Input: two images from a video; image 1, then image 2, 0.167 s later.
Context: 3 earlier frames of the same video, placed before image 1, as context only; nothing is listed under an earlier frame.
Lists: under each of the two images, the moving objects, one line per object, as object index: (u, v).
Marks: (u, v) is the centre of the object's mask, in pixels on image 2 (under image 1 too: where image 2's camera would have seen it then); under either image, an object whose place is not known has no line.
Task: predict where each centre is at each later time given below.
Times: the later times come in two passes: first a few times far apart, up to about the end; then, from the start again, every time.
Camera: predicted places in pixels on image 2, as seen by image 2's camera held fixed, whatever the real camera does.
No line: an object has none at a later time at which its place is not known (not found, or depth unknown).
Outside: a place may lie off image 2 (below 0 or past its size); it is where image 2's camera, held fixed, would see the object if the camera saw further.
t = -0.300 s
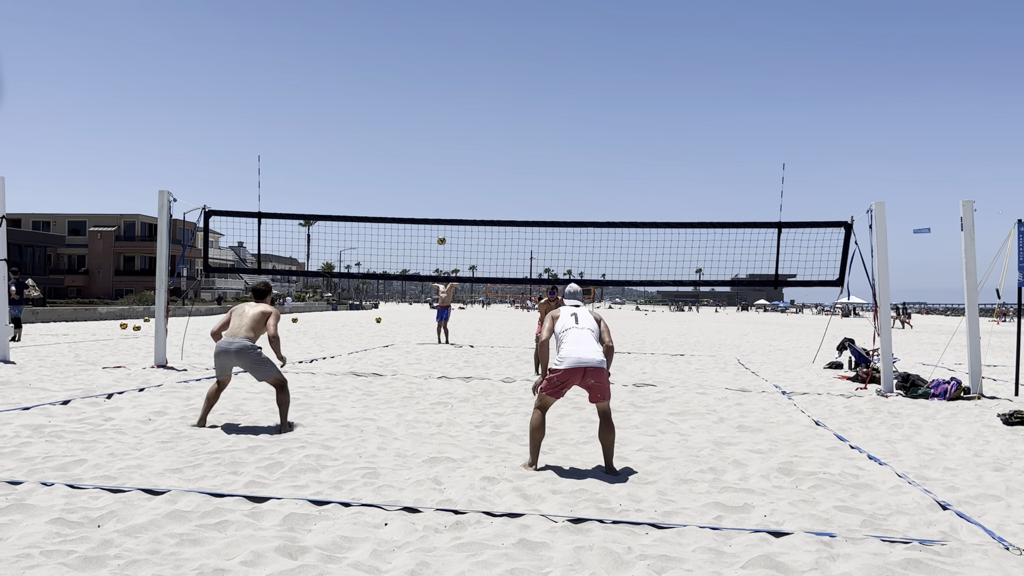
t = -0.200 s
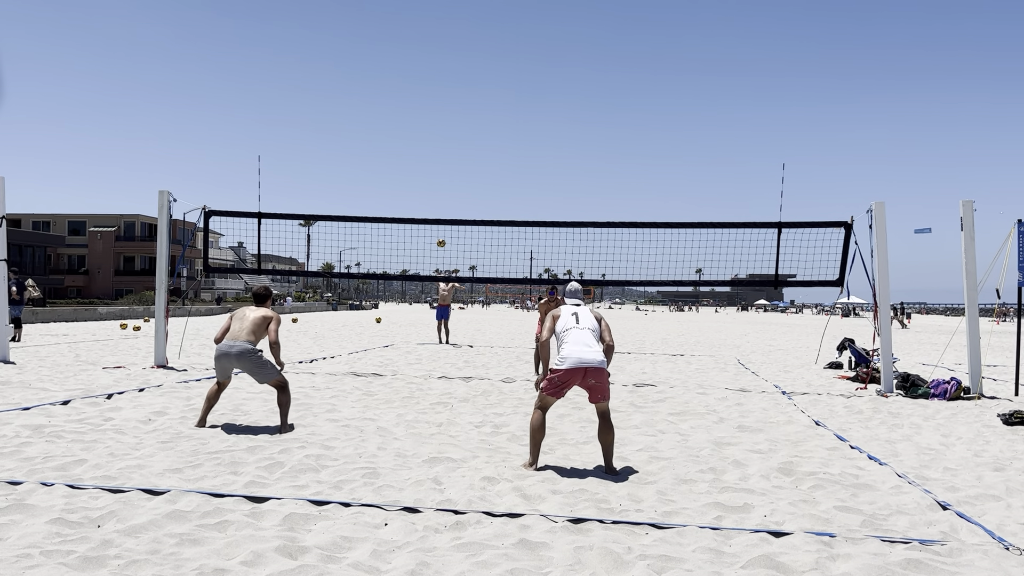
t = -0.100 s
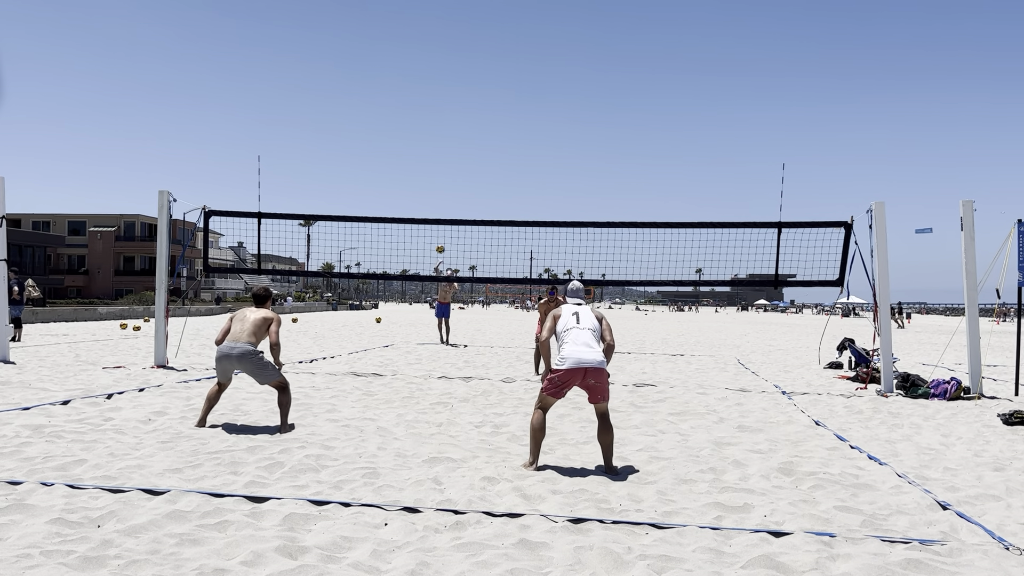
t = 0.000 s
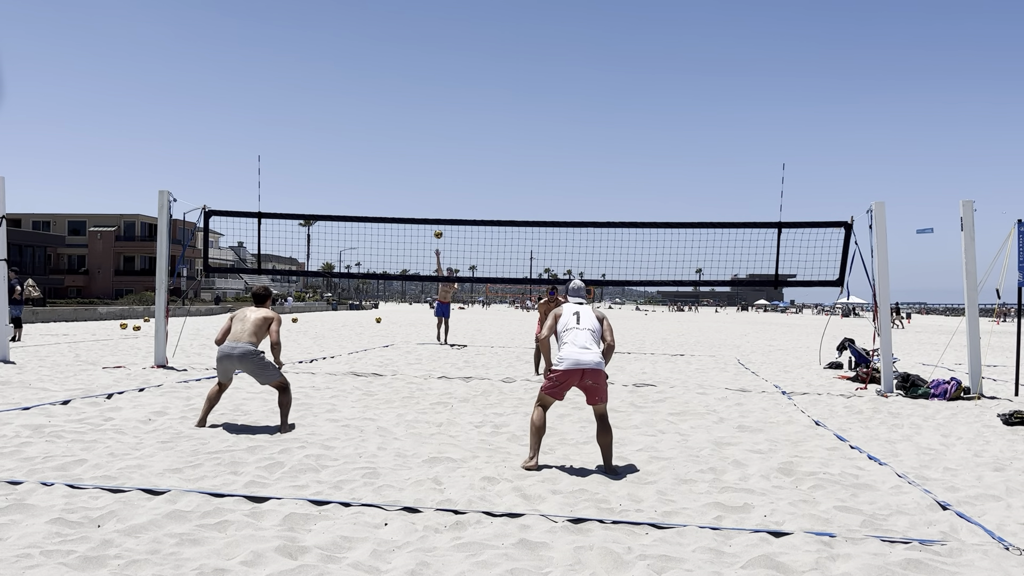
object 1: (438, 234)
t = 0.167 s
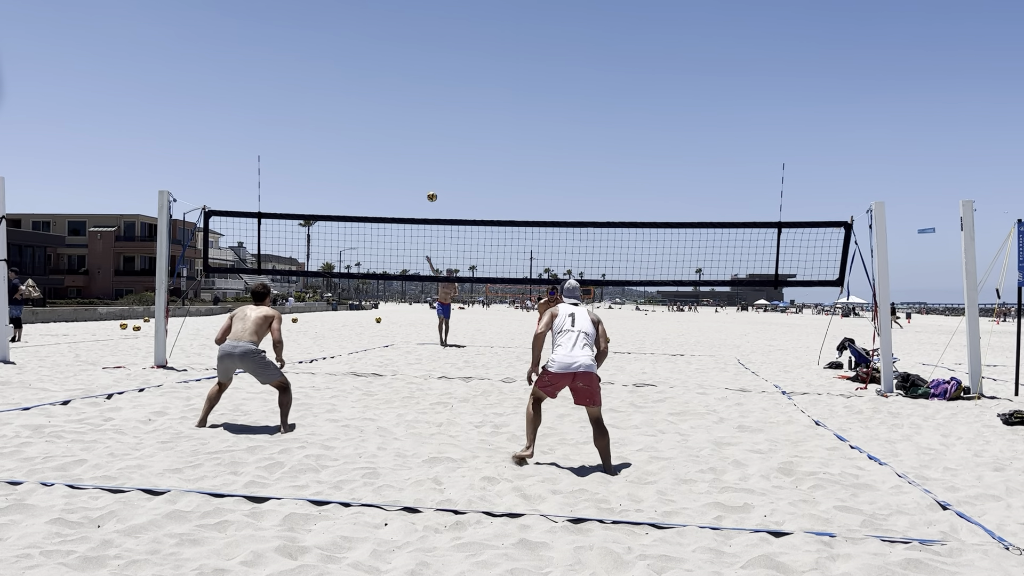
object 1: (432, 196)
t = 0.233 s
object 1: (428, 183)
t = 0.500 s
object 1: (411, 140)
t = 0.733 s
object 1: (395, 126)
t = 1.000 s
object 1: (369, 150)
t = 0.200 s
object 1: (430, 190)
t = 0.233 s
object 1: (428, 183)
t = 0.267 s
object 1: (426, 177)
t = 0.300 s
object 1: (425, 171)
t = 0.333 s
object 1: (423, 165)
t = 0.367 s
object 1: (421, 159)
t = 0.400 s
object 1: (419, 154)
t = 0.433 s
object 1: (416, 149)
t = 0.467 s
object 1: (414, 144)
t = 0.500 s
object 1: (411, 140)
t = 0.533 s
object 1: (409, 137)
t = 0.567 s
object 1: (406, 133)
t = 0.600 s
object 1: (404, 131)
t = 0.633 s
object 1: (402, 129)
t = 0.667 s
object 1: (400, 127)
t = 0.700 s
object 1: (397, 126)
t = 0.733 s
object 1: (395, 126)
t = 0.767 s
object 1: (392, 126)
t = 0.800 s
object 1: (390, 127)
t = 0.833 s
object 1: (387, 129)
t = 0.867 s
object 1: (384, 131)
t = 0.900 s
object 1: (381, 134)
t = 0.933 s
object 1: (377, 139)
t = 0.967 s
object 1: (373, 144)
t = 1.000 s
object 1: (369, 150)
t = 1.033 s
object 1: (364, 157)
